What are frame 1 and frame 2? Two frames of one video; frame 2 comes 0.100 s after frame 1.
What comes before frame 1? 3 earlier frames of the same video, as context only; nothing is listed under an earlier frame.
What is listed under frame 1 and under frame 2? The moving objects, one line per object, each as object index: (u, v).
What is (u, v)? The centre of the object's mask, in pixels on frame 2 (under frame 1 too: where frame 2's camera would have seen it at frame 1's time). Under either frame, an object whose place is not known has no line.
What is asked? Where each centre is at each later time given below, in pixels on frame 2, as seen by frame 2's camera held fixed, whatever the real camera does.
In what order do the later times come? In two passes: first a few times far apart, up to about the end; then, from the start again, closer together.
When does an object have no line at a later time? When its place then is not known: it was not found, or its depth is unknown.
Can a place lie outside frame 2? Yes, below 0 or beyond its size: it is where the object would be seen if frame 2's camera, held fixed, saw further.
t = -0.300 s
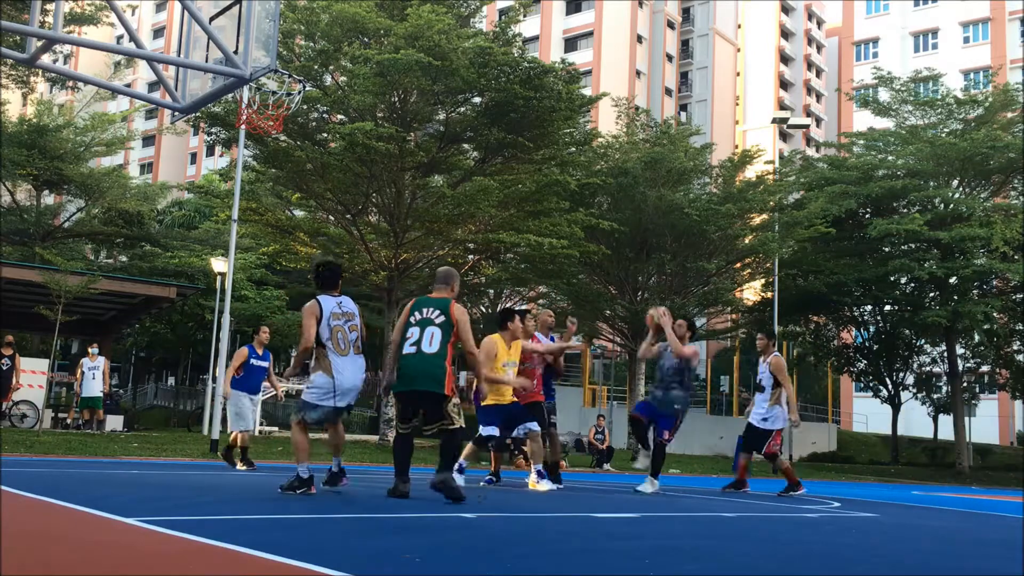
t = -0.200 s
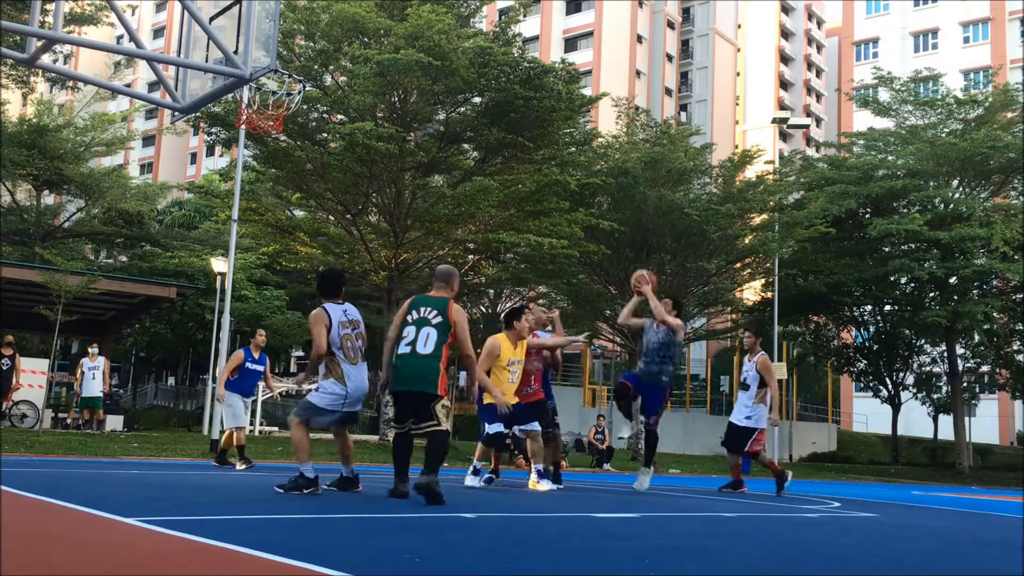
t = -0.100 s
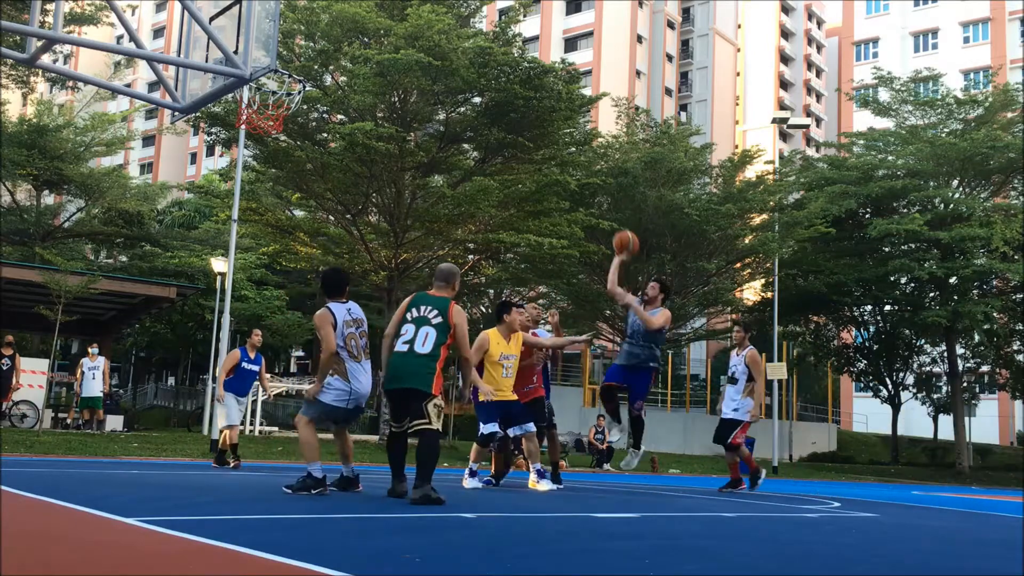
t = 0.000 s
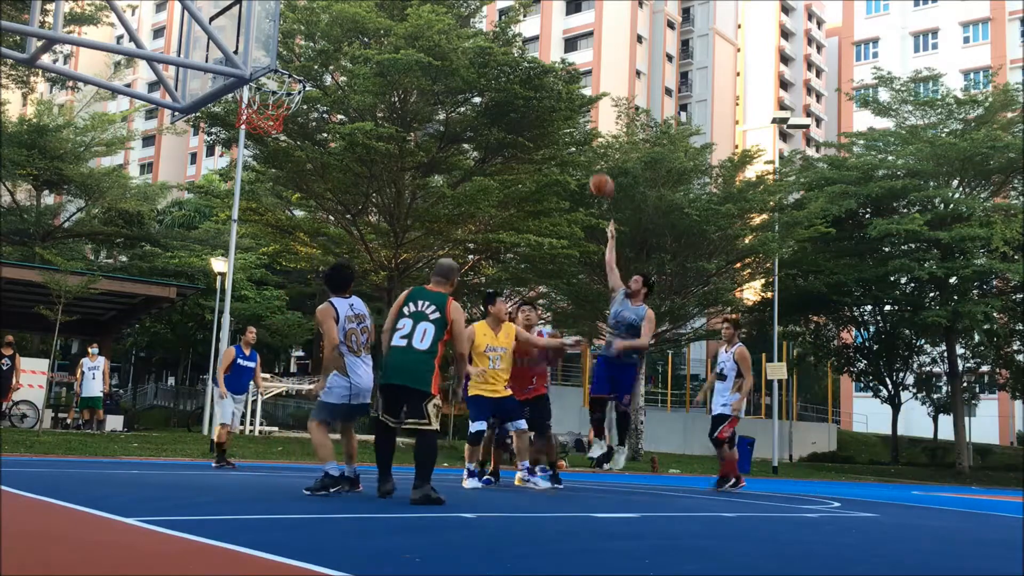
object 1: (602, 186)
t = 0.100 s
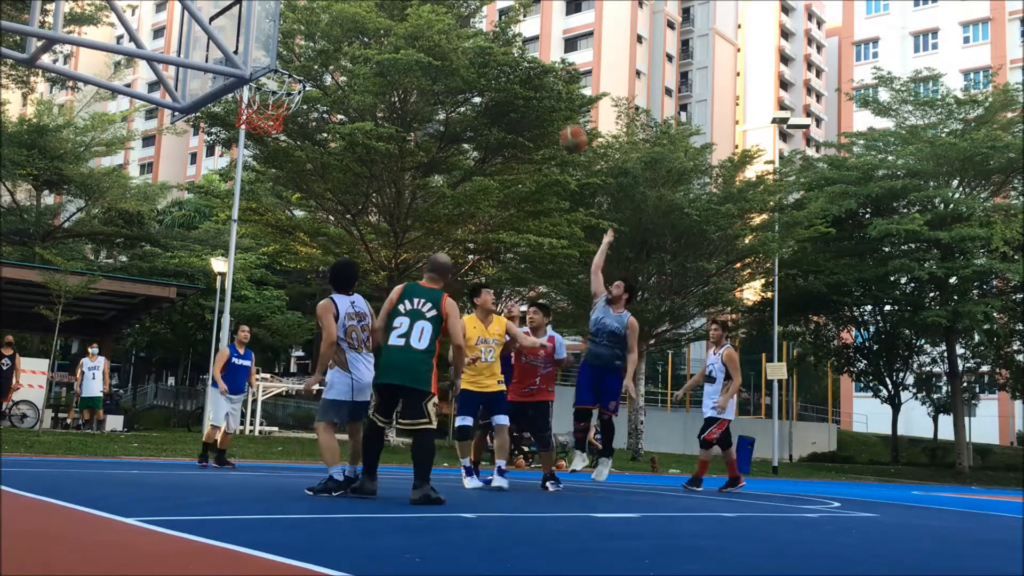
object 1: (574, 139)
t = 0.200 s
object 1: (545, 100)
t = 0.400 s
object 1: (487, 53)
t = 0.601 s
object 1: (422, 47)
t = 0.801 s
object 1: (349, 87)
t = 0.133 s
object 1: (564, 124)
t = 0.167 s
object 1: (555, 112)
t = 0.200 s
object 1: (545, 100)
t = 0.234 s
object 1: (535, 89)
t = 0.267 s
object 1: (526, 81)
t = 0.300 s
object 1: (517, 71)
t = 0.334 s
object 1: (507, 64)
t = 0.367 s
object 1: (496, 57)
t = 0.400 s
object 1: (487, 53)
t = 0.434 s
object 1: (476, 49)
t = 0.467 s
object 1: (465, 46)
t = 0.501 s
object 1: (455, 44)
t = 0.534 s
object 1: (444, 45)
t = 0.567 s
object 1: (433, 45)
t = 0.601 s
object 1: (422, 47)
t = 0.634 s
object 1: (410, 50)
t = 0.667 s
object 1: (398, 55)
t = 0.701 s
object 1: (386, 62)
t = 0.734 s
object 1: (374, 69)
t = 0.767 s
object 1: (362, 78)
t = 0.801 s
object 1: (349, 87)
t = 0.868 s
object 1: (323, 111)
